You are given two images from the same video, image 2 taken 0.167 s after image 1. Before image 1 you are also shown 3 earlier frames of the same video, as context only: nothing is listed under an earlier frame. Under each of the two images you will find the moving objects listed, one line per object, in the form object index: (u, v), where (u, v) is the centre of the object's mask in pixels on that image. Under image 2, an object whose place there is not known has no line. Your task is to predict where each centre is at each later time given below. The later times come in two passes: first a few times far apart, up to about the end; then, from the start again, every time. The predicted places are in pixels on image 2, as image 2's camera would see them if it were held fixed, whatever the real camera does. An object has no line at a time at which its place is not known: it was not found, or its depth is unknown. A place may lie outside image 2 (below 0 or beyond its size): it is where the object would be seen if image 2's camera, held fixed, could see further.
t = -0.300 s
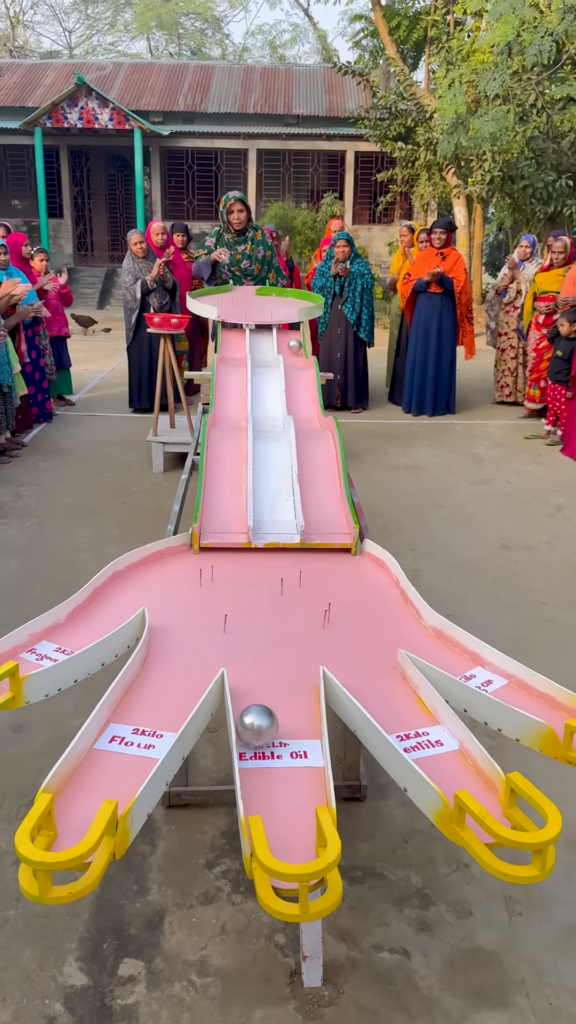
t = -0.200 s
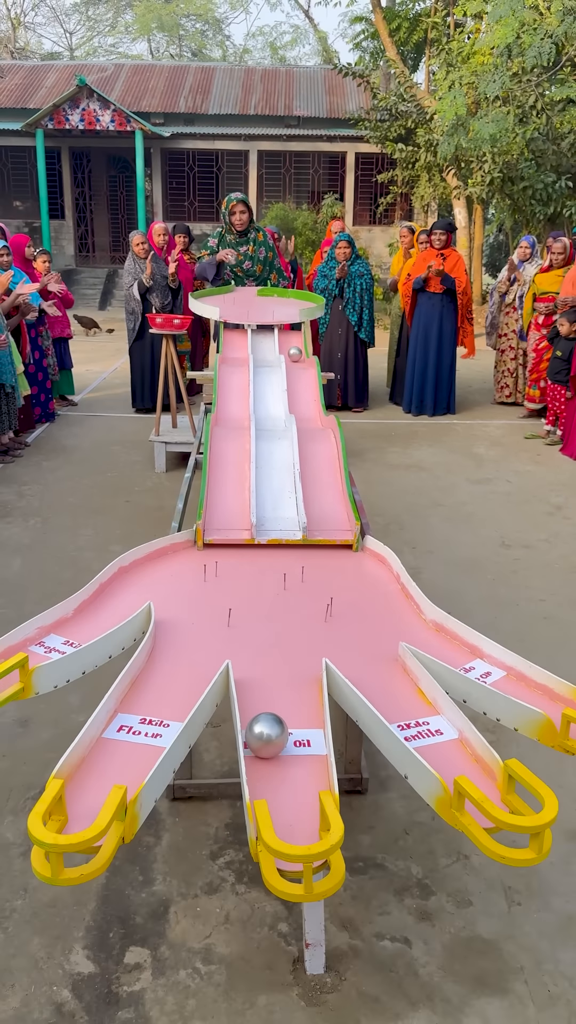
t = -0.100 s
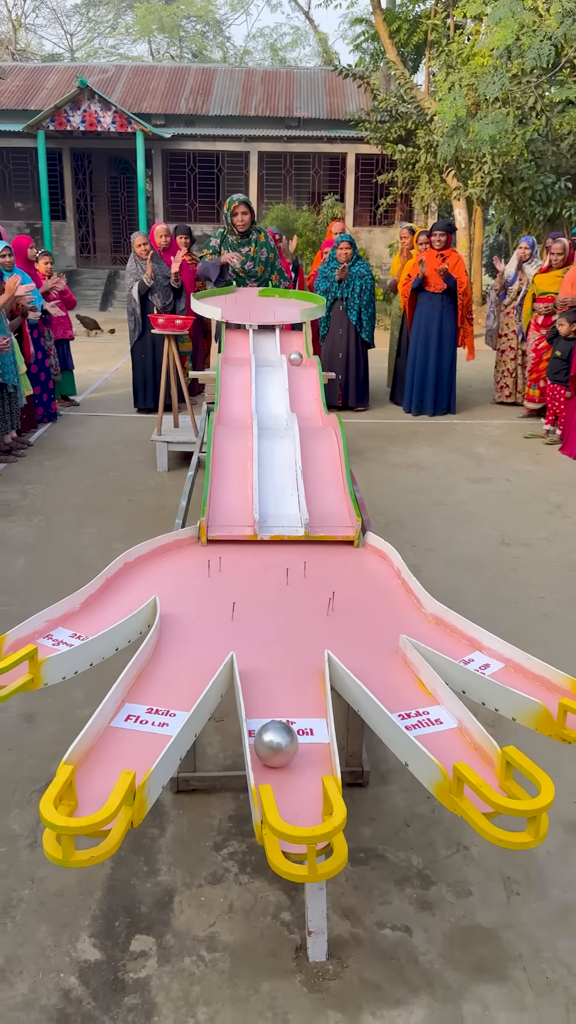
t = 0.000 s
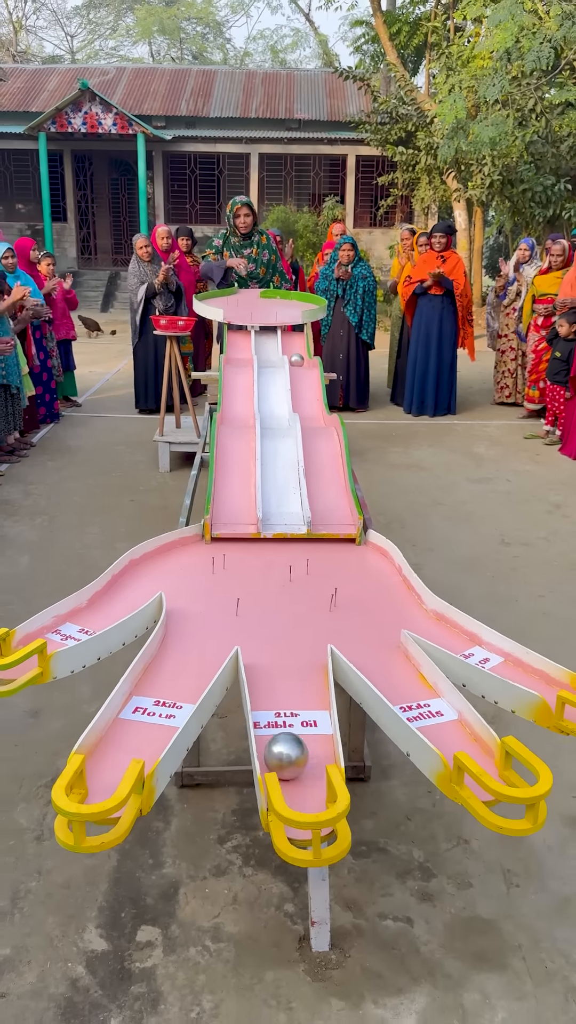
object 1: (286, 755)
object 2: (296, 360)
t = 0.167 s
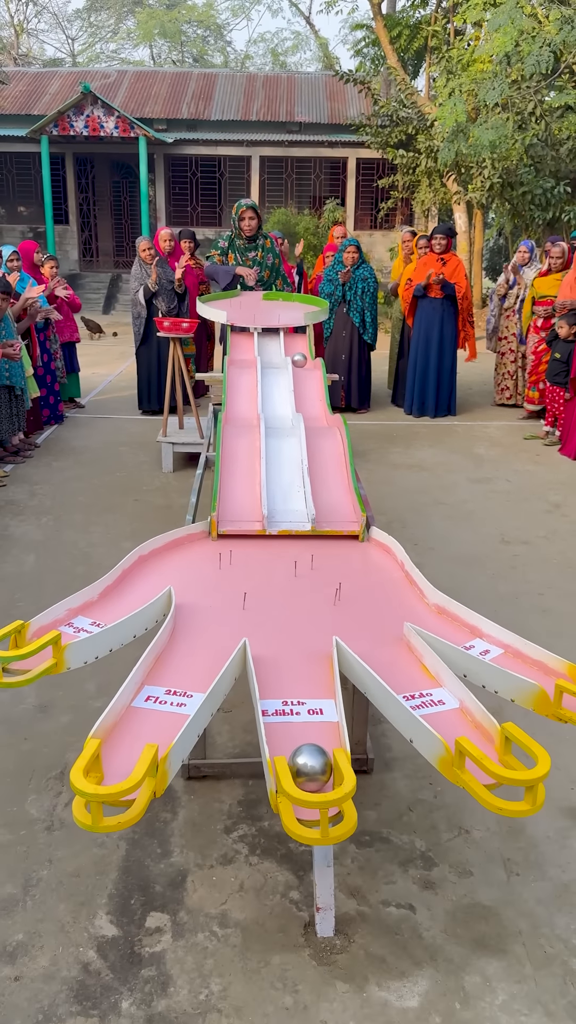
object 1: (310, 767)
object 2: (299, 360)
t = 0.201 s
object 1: (310, 767)
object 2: (299, 360)
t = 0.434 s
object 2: (302, 360)
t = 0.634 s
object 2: (307, 363)
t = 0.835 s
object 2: (313, 374)
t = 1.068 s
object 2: (316, 401)
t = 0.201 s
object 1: (310, 767)
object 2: (299, 360)
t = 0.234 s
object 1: (310, 768)
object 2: (299, 359)
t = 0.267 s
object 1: (311, 769)
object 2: (299, 359)
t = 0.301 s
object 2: (300, 359)
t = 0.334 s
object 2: (300, 359)
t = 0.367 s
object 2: (301, 360)
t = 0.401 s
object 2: (301, 360)
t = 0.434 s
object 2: (302, 360)
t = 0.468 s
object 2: (303, 360)
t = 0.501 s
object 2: (304, 361)
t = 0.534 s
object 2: (305, 361)
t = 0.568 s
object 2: (305, 362)
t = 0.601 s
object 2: (306, 362)
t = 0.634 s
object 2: (307, 363)
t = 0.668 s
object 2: (309, 364)
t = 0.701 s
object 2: (310, 365)
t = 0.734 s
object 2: (311, 367)
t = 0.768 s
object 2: (312, 369)
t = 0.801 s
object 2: (312, 371)
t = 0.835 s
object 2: (313, 374)
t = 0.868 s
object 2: (313, 377)
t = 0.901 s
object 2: (314, 380)
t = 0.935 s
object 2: (314, 383)
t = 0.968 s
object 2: (315, 387)
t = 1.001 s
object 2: (315, 392)
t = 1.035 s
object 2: (315, 397)
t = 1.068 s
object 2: (316, 401)
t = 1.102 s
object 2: (316, 406)
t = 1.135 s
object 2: (317, 410)
